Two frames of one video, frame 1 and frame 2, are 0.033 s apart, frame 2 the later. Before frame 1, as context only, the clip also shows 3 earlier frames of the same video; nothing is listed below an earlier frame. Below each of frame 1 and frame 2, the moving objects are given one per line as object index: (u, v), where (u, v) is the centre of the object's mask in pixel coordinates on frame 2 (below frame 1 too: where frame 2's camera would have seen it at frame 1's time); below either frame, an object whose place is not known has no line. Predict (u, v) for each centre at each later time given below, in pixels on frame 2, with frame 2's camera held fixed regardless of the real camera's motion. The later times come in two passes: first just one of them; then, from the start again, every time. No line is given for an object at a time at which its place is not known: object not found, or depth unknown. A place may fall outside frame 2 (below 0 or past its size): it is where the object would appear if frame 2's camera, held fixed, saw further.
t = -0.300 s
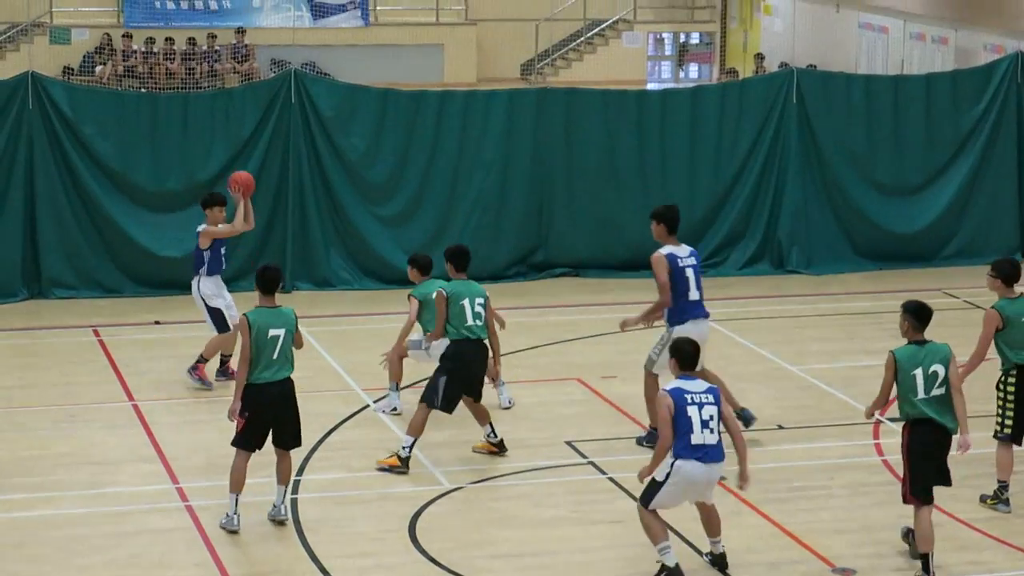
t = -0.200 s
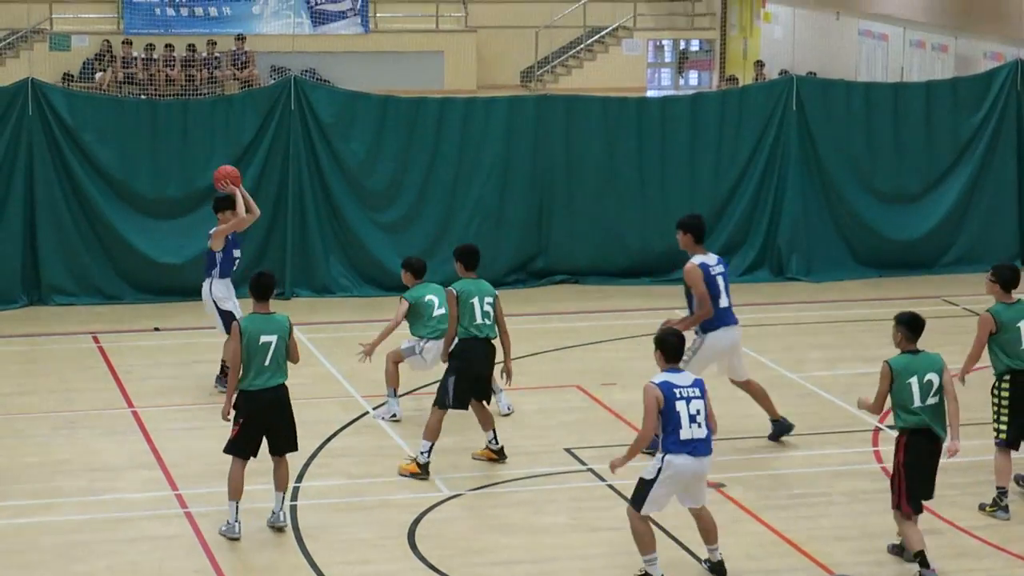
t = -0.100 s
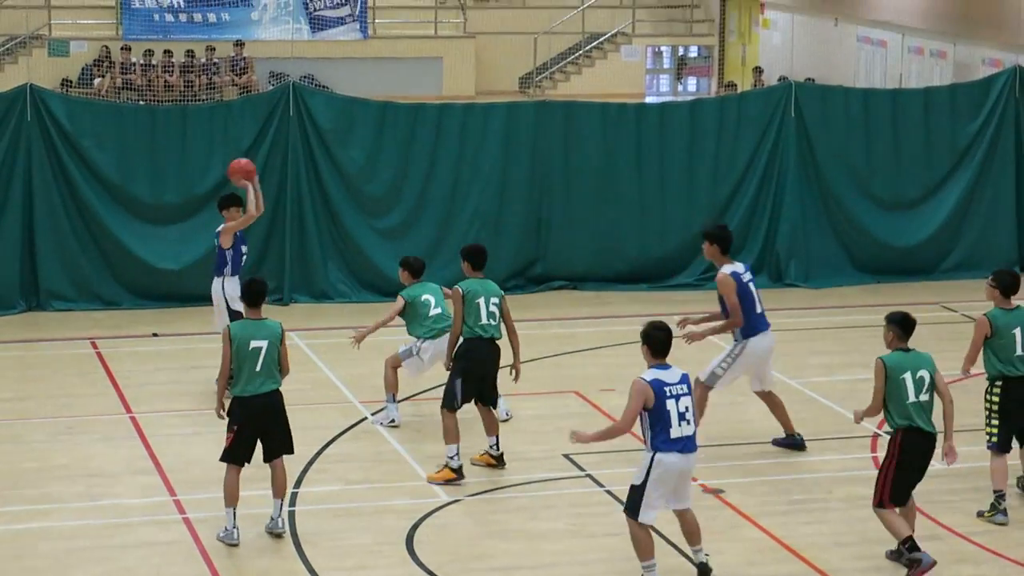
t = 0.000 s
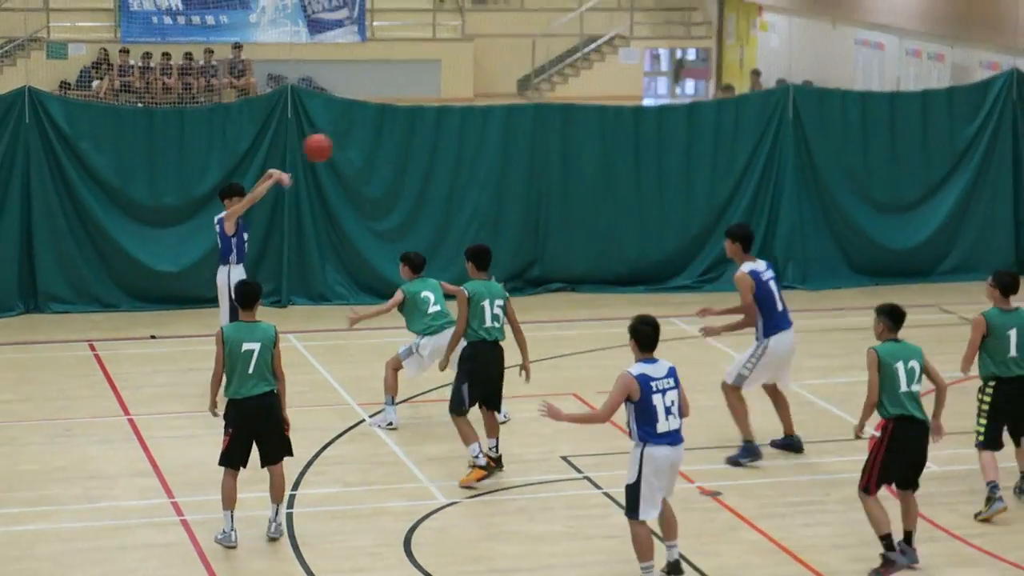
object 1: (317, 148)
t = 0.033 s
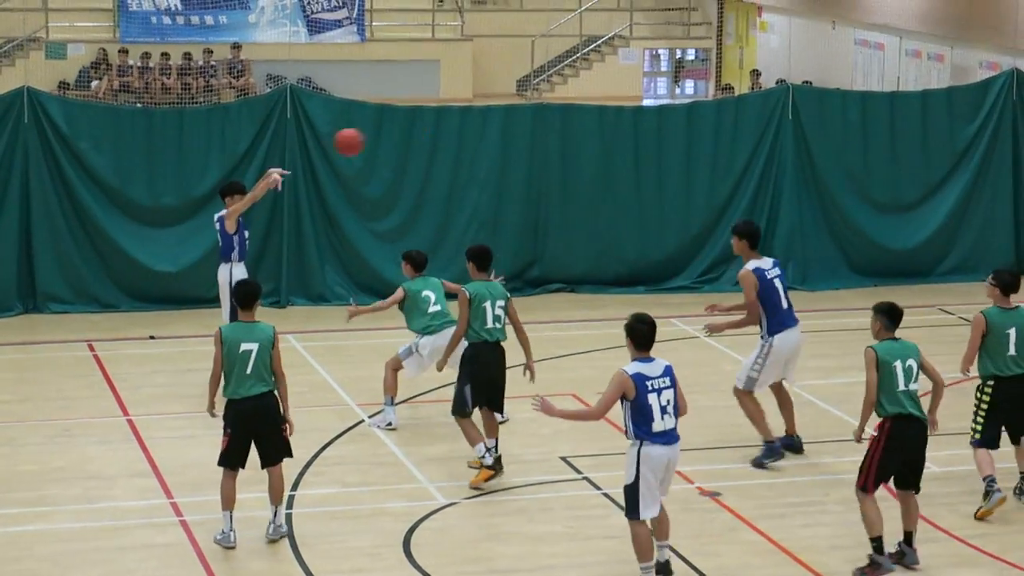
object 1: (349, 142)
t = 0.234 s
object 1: (540, 133)
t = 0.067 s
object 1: (381, 137)
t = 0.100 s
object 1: (412, 134)
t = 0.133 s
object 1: (445, 132)
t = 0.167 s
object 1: (476, 131)
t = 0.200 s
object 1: (509, 131)
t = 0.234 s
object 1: (540, 133)
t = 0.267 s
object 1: (573, 136)
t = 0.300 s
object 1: (605, 141)
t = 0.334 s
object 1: (636, 146)
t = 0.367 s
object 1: (668, 153)
